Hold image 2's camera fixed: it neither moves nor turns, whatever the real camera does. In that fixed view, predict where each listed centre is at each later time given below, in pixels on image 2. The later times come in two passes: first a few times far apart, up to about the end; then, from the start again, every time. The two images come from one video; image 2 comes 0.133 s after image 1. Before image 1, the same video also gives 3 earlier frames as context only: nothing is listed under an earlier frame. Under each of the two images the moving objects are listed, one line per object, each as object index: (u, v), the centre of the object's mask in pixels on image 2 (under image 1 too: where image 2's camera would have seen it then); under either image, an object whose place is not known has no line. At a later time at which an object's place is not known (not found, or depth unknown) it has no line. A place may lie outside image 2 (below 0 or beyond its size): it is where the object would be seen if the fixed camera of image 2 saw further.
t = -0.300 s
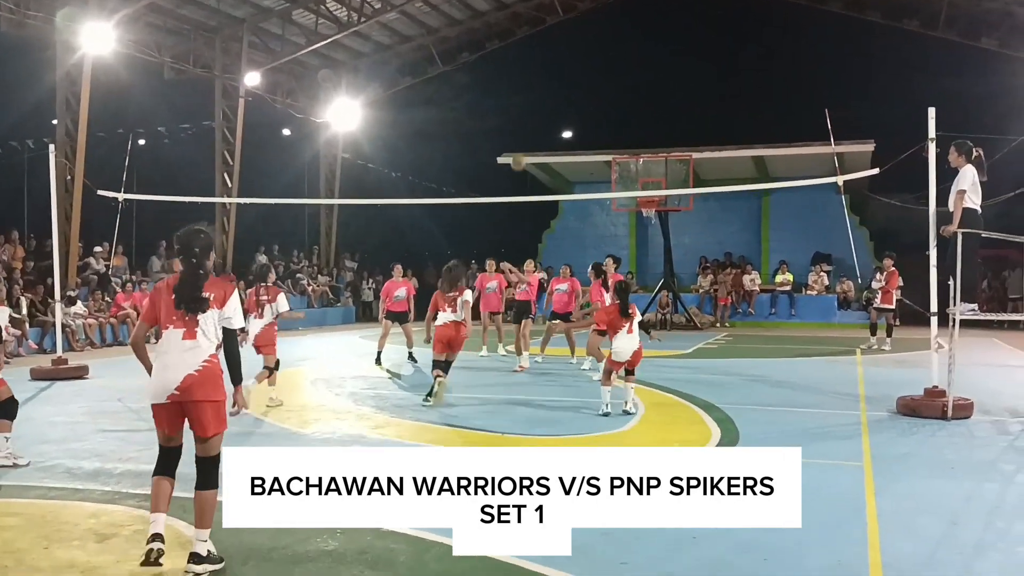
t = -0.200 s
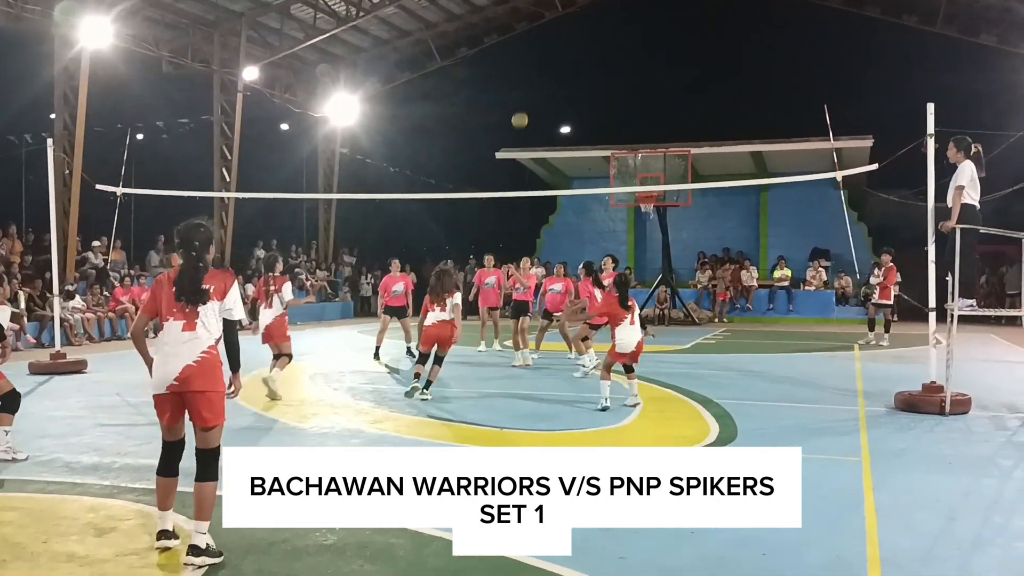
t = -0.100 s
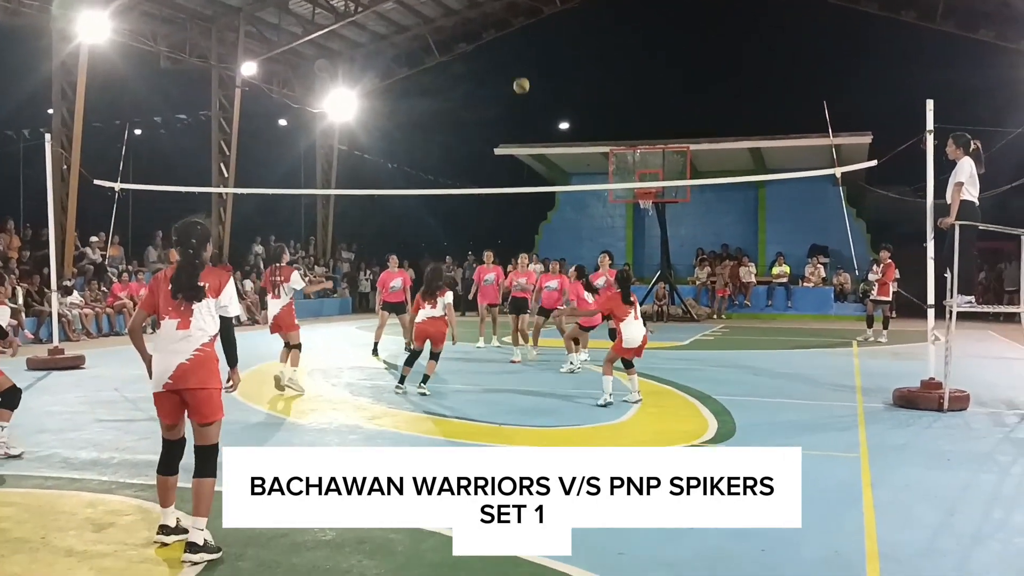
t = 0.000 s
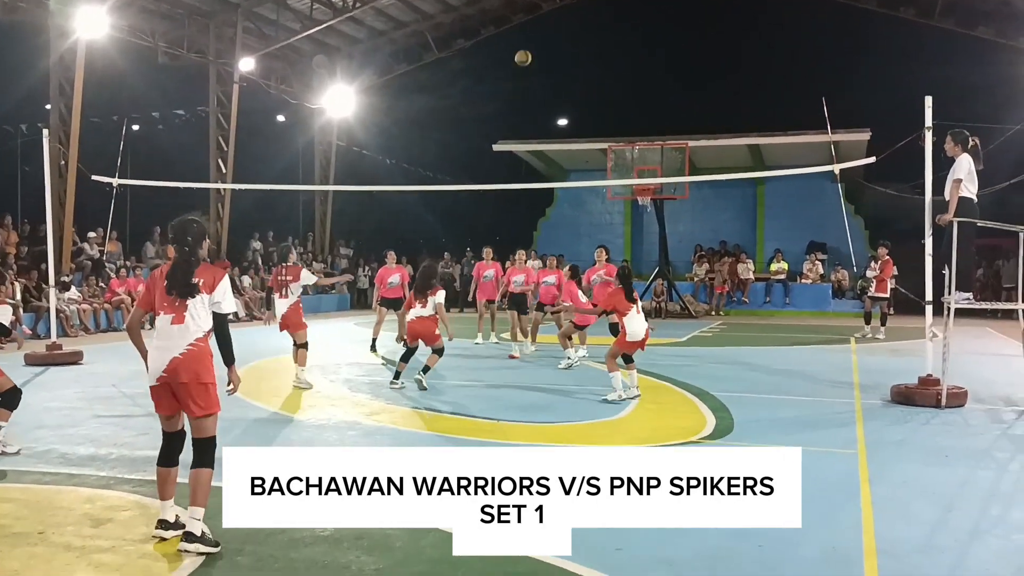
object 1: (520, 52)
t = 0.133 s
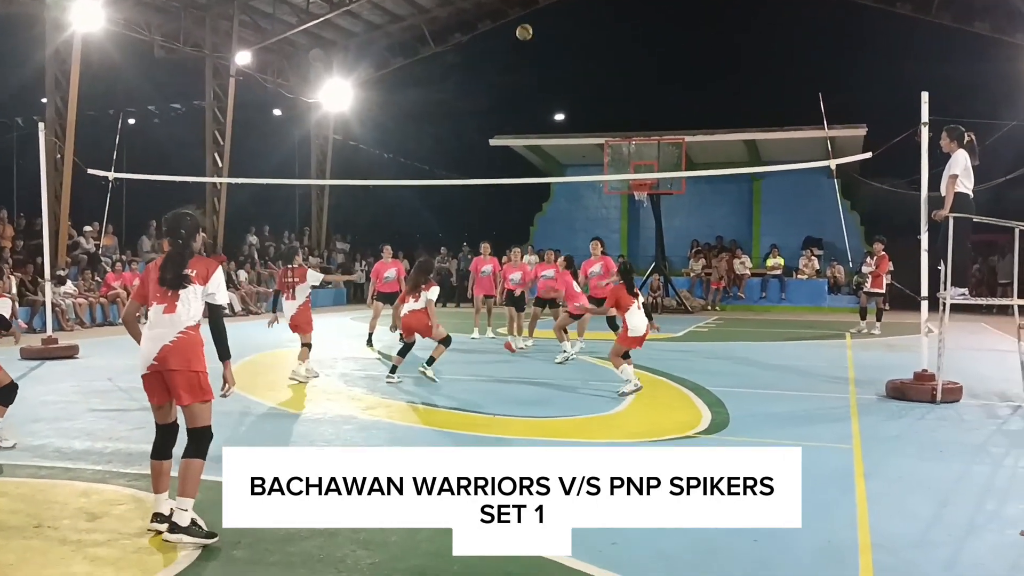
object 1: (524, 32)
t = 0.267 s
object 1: (529, 25)
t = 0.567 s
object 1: (539, 58)
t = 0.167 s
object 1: (525, 29)
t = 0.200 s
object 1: (527, 27)
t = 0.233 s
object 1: (528, 25)
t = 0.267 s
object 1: (529, 25)
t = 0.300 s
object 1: (530, 25)
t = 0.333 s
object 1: (531, 26)
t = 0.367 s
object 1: (532, 28)
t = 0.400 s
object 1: (534, 31)
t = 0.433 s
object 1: (535, 35)
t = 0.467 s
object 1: (536, 39)
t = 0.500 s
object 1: (537, 45)
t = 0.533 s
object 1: (538, 51)
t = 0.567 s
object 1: (539, 58)
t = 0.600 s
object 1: (541, 66)
